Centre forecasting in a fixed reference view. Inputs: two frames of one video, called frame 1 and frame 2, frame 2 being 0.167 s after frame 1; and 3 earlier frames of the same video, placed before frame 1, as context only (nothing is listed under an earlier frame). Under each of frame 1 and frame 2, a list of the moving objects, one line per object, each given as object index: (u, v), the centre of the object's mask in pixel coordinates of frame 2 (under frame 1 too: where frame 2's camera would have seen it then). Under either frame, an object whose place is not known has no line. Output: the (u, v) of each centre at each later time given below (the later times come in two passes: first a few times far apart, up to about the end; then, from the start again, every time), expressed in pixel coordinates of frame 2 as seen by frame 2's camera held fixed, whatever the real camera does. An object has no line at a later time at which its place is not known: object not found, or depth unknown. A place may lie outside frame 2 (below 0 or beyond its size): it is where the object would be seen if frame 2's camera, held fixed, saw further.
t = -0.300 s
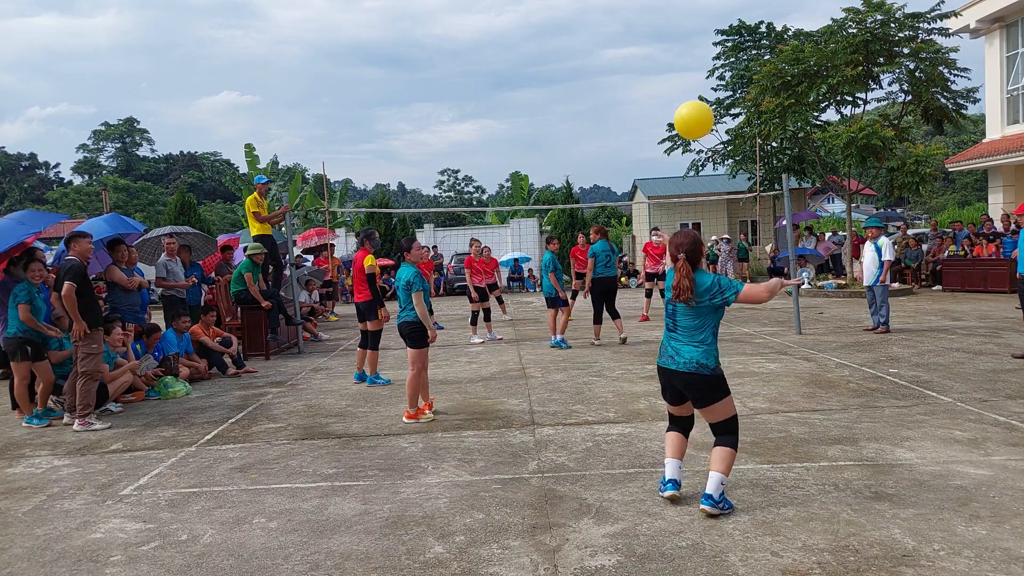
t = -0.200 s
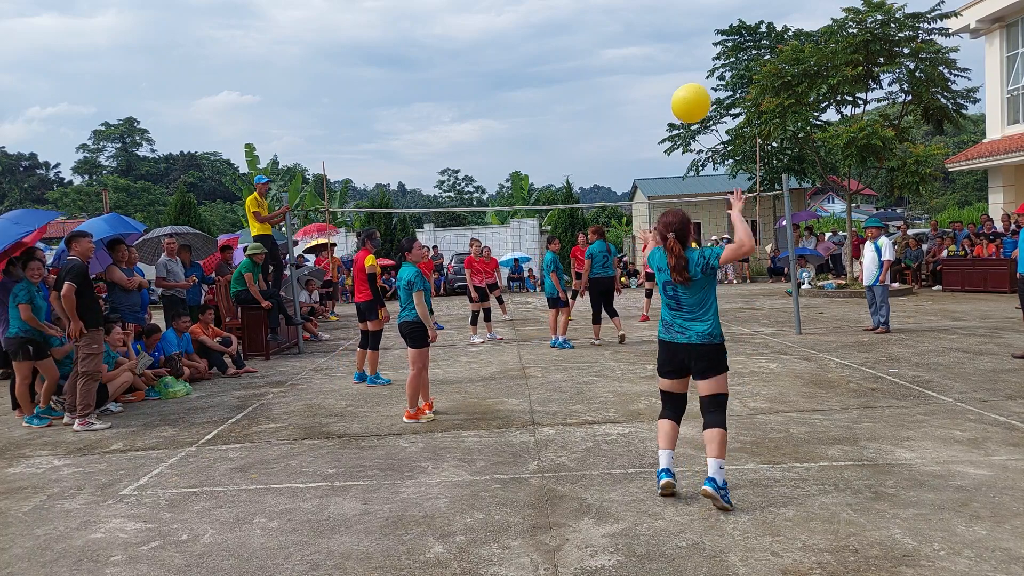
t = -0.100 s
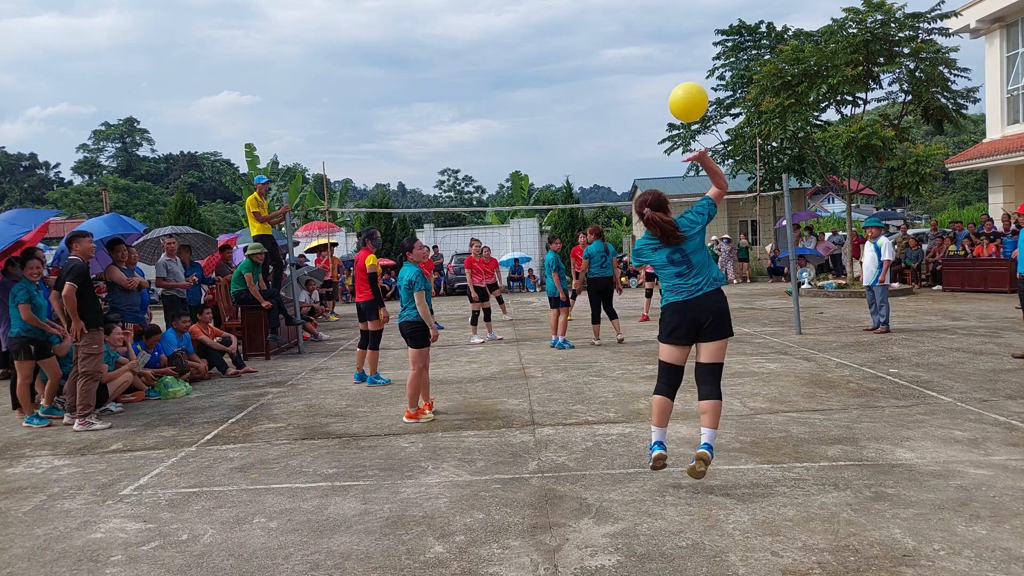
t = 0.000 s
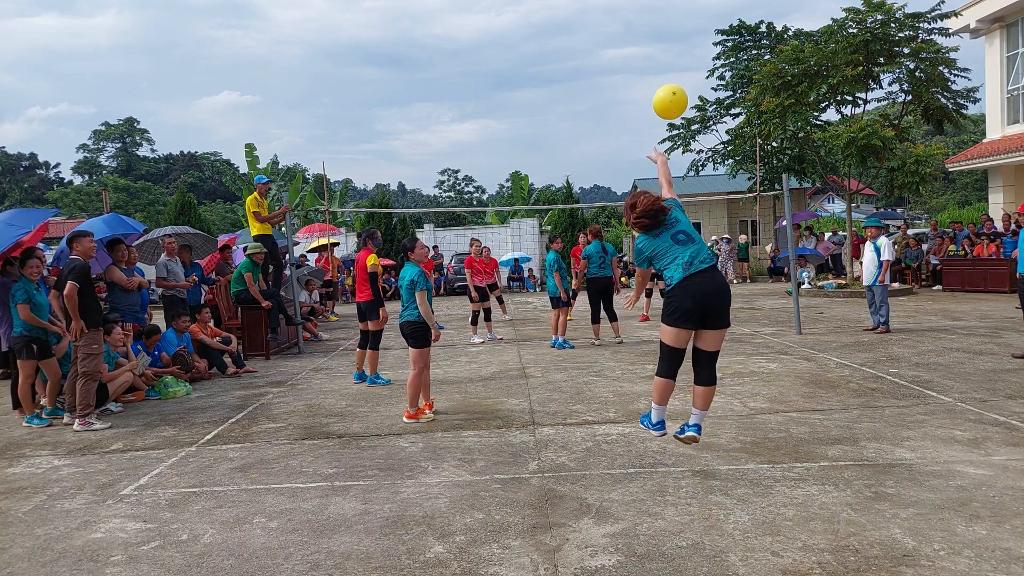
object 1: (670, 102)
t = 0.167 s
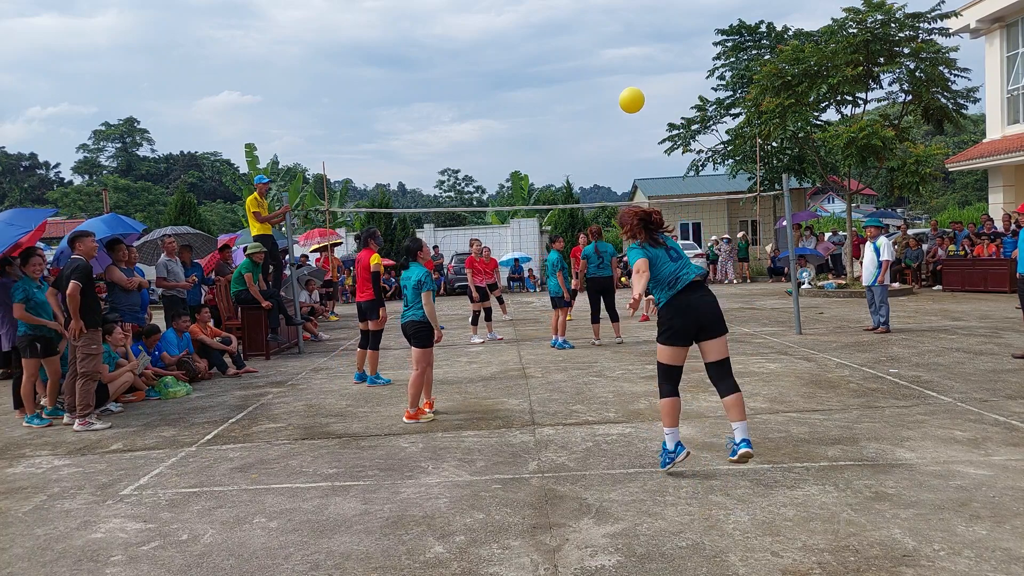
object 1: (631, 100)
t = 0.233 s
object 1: (621, 107)
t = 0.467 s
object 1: (595, 151)
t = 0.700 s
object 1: (581, 212)
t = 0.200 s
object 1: (626, 103)
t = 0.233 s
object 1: (621, 107)
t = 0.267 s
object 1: (616, 112)
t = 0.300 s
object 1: (612, 117)
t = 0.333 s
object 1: (608, 123)
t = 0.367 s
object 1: (604, 129)
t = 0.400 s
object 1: (601, 136)
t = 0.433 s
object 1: (597, 144)
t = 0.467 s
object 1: (595, 151)
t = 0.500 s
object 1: (592, 159)
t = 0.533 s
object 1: (590, 167)
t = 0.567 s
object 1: (587, 176)
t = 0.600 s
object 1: (585, 185)
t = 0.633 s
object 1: (584, 194)
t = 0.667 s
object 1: (582, 202)
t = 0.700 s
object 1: (581, 212)
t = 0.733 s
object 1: (579, 221)
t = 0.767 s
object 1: (577, 231)
